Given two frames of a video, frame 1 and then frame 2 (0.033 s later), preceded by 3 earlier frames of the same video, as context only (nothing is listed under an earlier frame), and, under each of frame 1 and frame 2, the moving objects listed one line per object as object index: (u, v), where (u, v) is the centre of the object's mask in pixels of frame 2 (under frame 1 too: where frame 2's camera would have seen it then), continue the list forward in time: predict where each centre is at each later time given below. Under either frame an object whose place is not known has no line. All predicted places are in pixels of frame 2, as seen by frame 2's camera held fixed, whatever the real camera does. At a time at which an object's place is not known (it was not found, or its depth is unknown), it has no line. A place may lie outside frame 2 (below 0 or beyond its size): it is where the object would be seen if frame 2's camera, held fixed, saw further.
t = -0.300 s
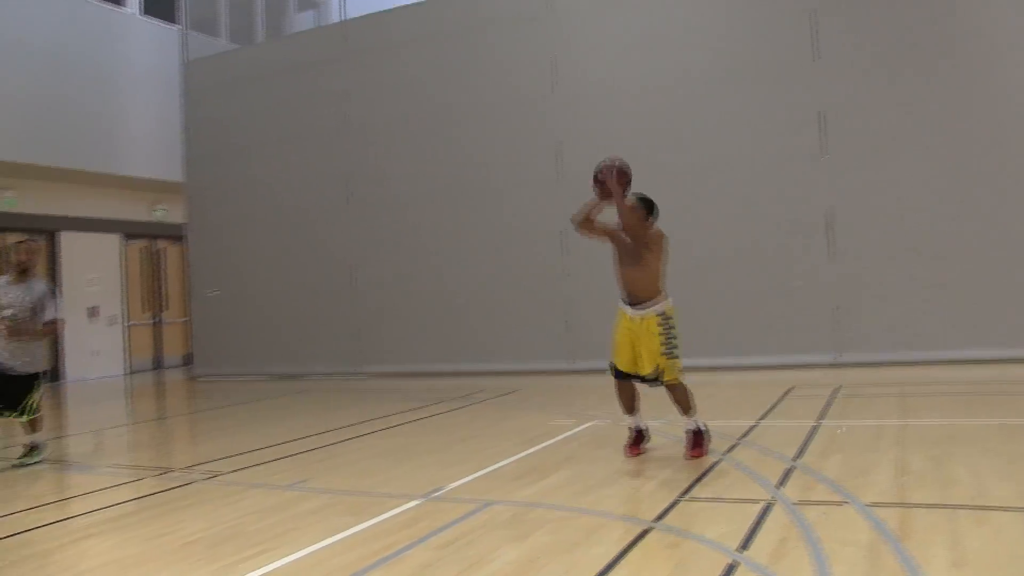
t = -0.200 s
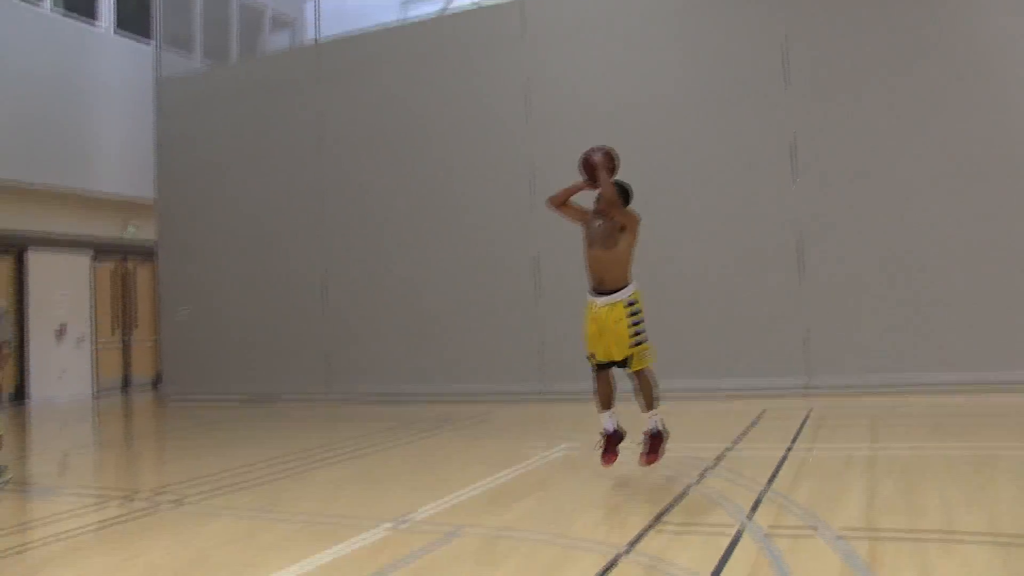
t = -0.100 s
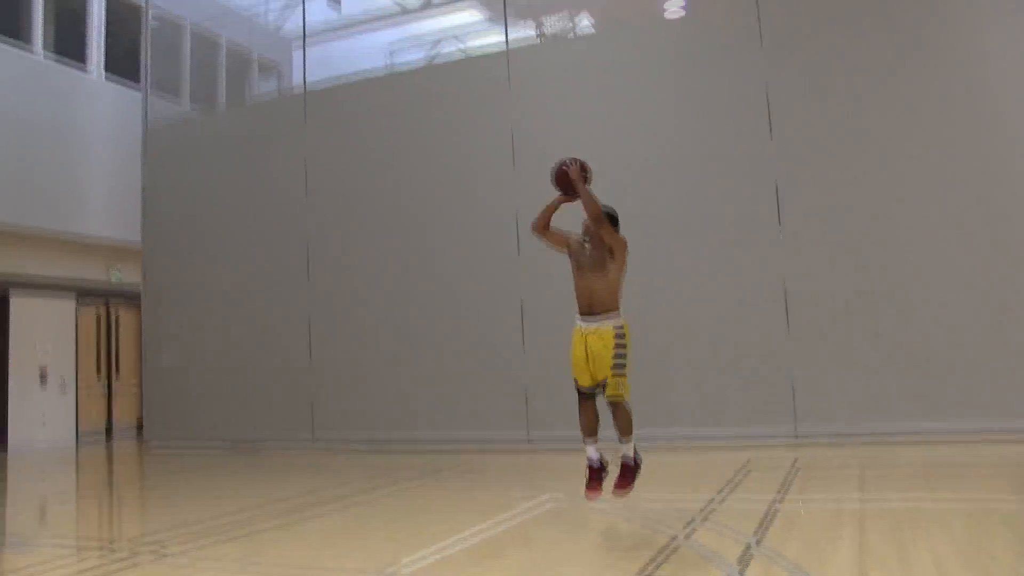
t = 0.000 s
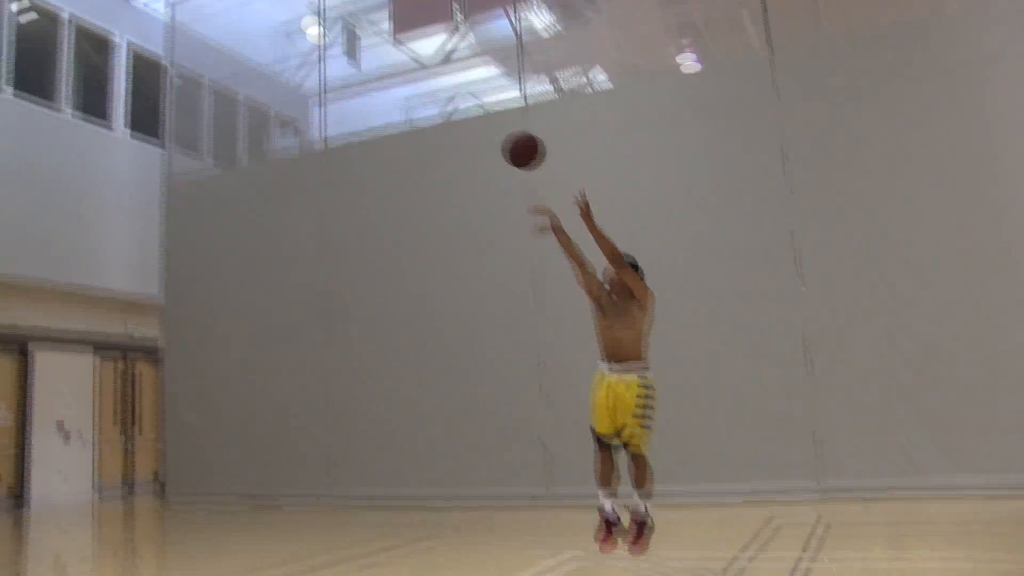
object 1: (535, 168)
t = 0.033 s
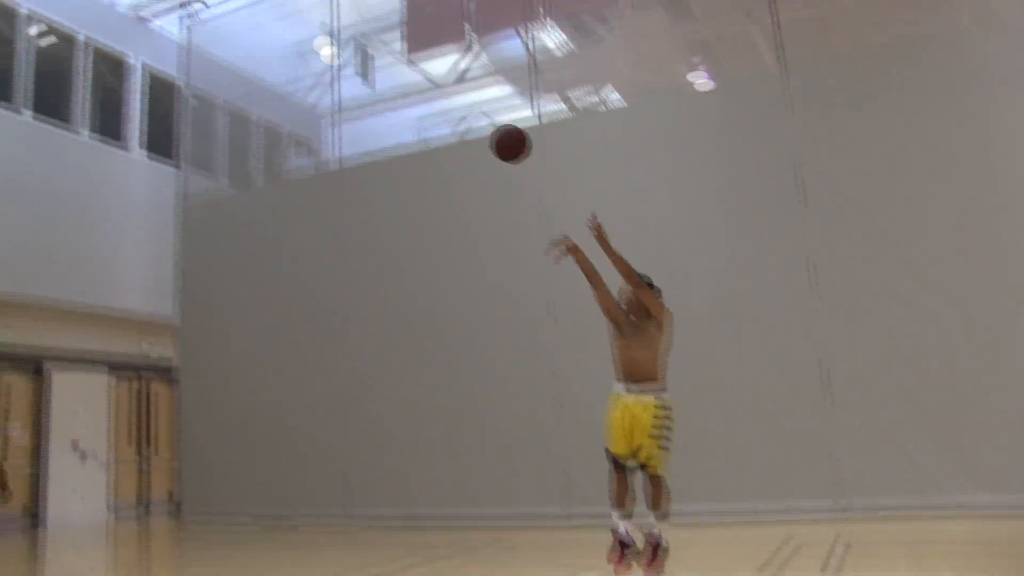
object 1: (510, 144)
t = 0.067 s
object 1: (485, 121)
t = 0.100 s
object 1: (461, 99)
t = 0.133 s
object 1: (434, 79)
